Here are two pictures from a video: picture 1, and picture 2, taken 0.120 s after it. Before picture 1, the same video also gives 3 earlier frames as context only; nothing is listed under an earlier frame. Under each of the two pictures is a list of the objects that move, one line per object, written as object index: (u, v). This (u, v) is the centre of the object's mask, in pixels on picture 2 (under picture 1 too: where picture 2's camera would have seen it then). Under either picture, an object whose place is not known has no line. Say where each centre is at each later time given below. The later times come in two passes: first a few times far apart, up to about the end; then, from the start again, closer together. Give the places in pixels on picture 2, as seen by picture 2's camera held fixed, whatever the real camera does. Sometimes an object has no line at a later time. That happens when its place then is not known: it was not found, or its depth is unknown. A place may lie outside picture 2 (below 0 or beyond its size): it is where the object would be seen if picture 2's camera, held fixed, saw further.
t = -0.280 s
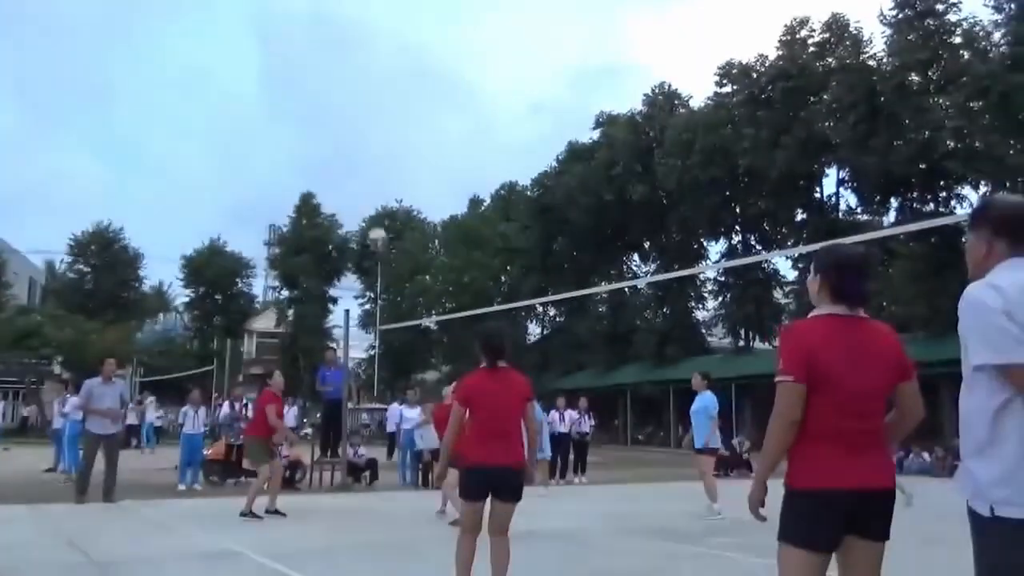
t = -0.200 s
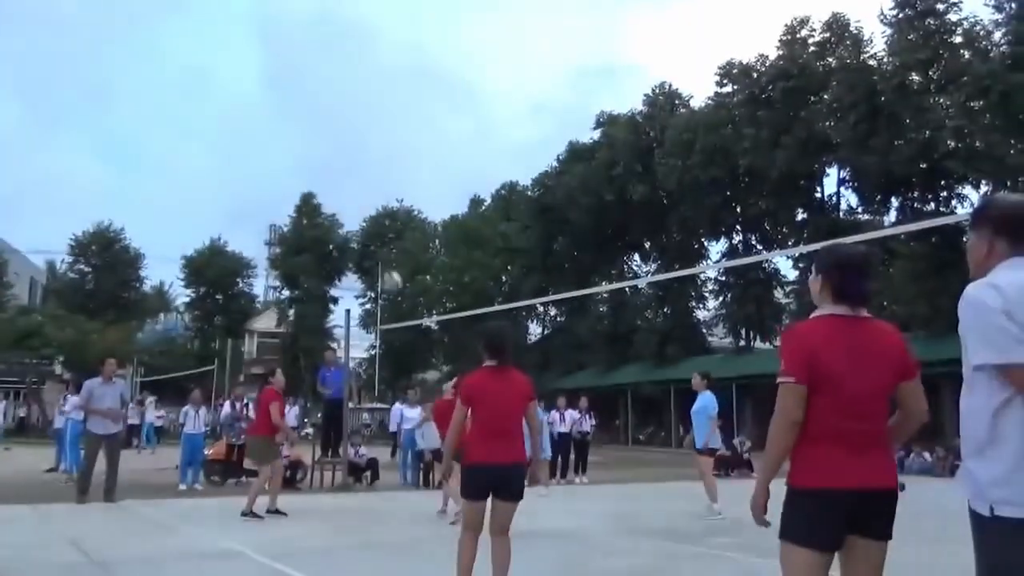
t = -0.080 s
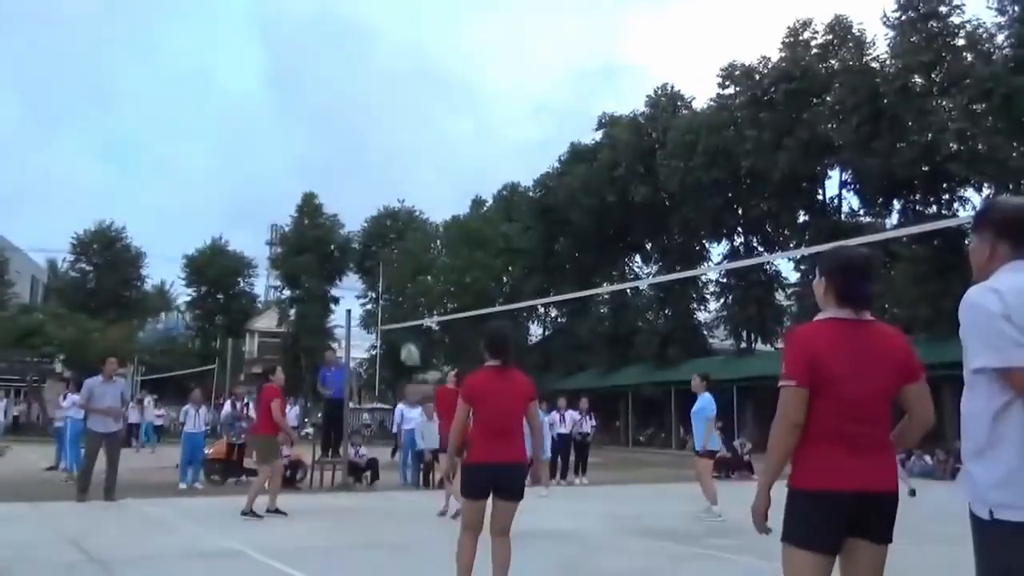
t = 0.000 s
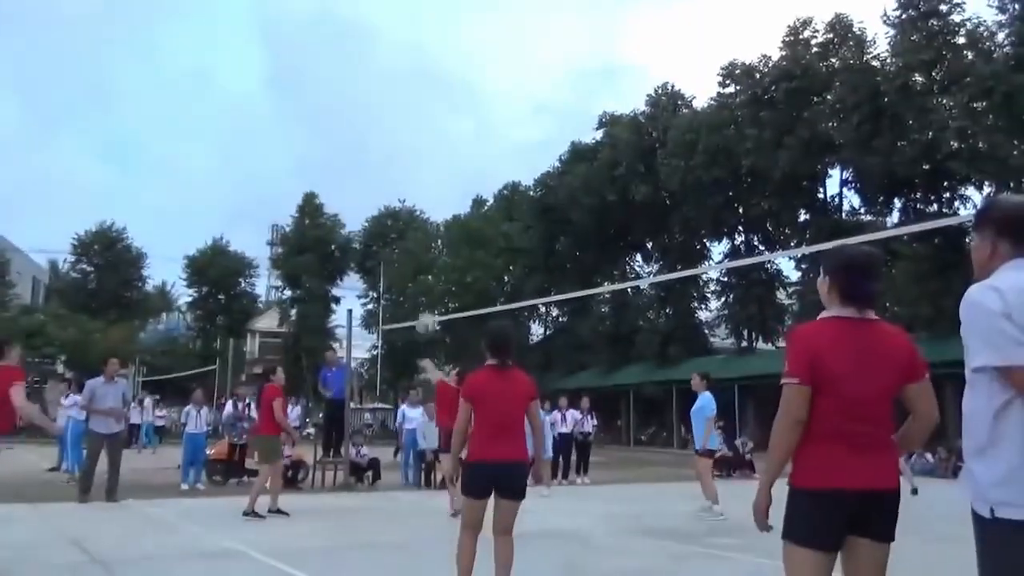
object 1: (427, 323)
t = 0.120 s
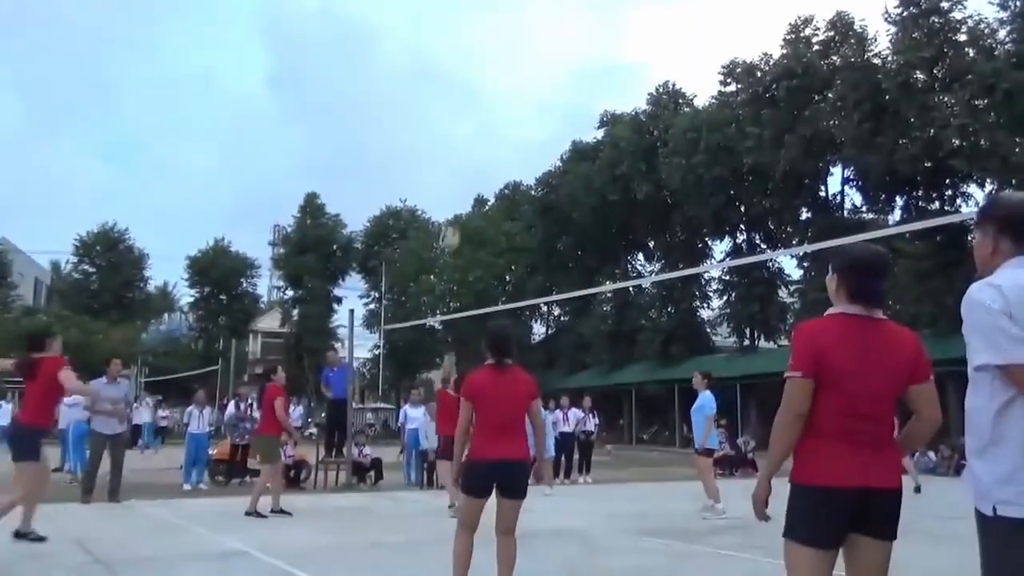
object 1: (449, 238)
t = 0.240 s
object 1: (472, 164)
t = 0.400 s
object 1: (502, 82)
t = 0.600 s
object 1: (542, 9)
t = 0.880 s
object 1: (602, -34)
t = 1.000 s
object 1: (631, -26)
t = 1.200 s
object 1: (679, 19)
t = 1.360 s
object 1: (723, 94)
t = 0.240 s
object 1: (472, 164)
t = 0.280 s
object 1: (480, 140)
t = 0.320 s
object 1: (487, 119)
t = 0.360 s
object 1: (494, 100)
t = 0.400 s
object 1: (502, 82)
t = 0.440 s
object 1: (510, 64)
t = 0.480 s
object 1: (518, 48)
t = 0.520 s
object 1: (526, 33)
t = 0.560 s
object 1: (533, 21)
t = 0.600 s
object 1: (542, 9)
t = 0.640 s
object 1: (551, 3)
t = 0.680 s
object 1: (559, -1)
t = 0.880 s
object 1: (602, -34)
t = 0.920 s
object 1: (612, -33)
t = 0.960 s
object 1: (621, -31)
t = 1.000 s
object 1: (631, -26)
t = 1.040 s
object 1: (639, -20)
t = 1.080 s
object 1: (649, -14)
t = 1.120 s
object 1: (659, -6)
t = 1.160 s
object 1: (668, 6)
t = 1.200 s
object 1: (679, 19)
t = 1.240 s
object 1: (689, 34)
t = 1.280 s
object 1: (700, 51)
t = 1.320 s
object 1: (712, 72)
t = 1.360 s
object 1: (723, 94)
